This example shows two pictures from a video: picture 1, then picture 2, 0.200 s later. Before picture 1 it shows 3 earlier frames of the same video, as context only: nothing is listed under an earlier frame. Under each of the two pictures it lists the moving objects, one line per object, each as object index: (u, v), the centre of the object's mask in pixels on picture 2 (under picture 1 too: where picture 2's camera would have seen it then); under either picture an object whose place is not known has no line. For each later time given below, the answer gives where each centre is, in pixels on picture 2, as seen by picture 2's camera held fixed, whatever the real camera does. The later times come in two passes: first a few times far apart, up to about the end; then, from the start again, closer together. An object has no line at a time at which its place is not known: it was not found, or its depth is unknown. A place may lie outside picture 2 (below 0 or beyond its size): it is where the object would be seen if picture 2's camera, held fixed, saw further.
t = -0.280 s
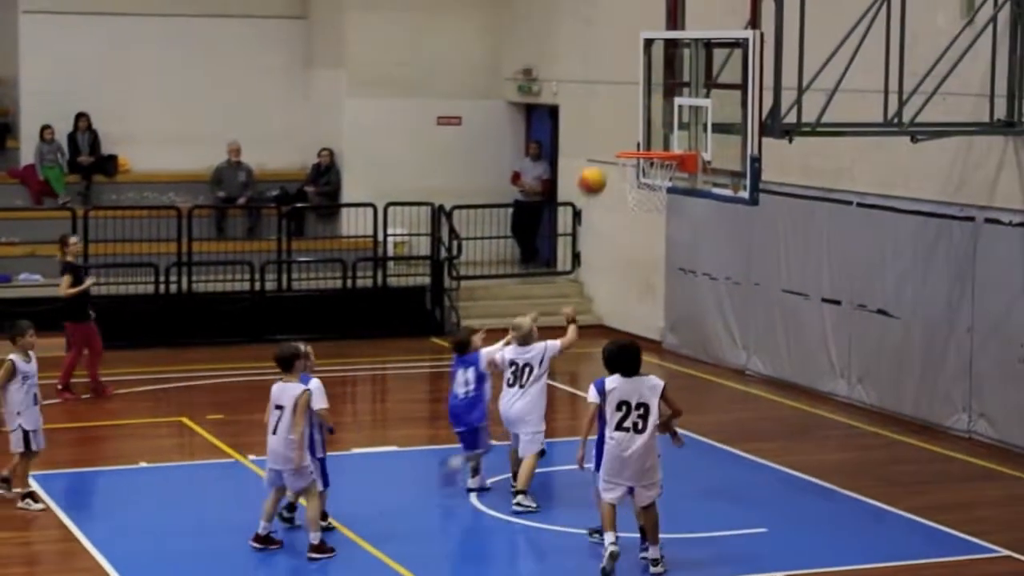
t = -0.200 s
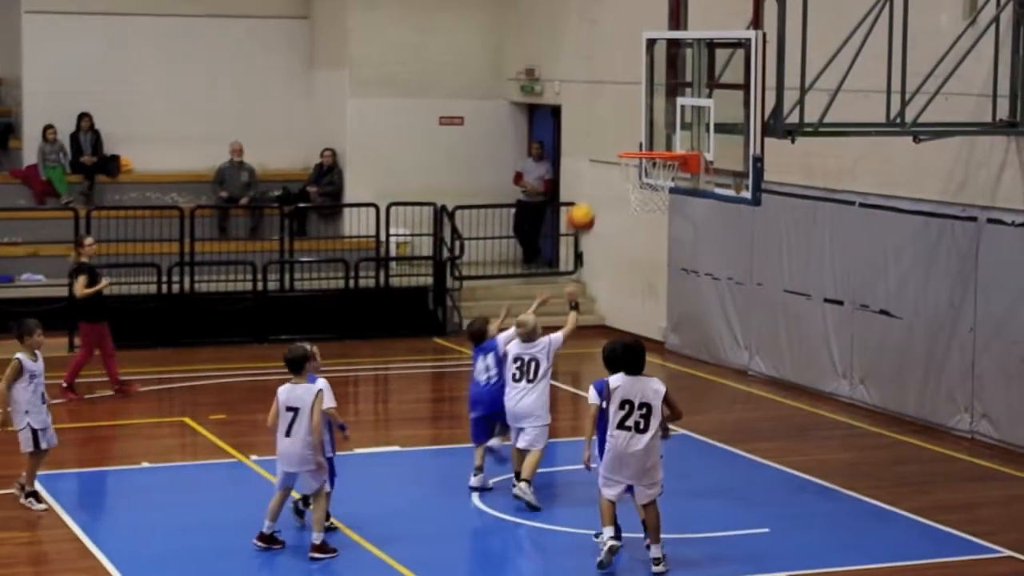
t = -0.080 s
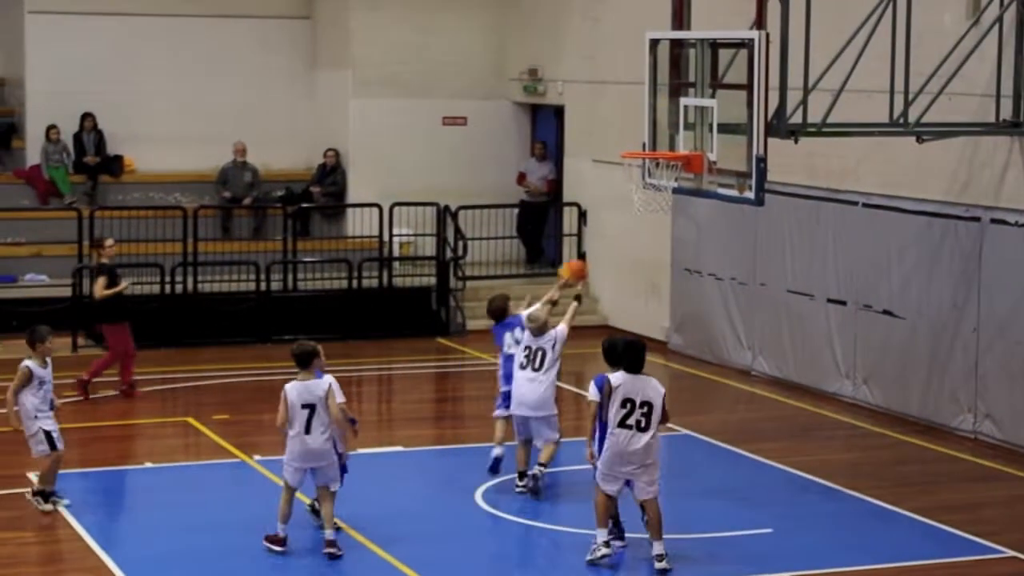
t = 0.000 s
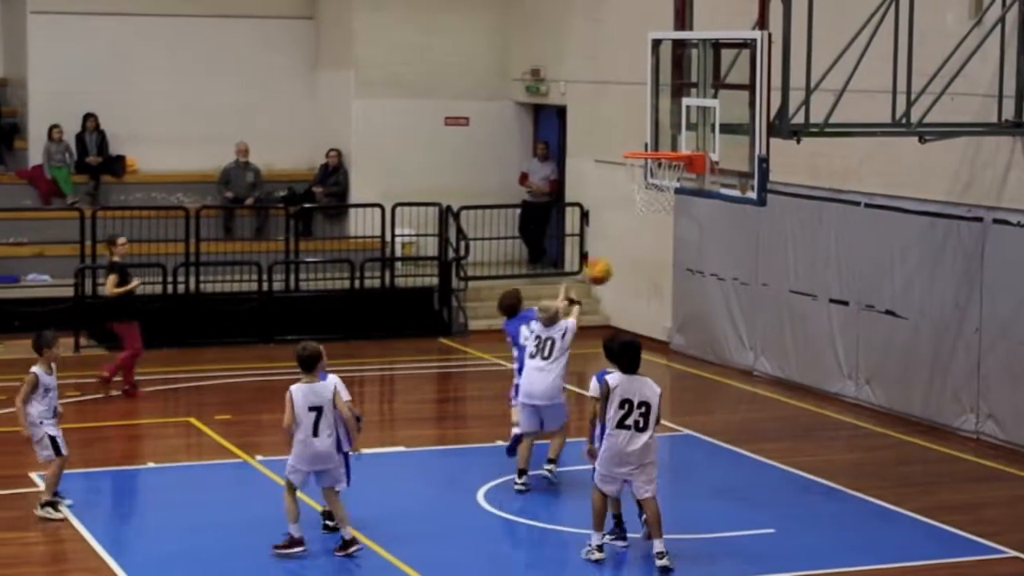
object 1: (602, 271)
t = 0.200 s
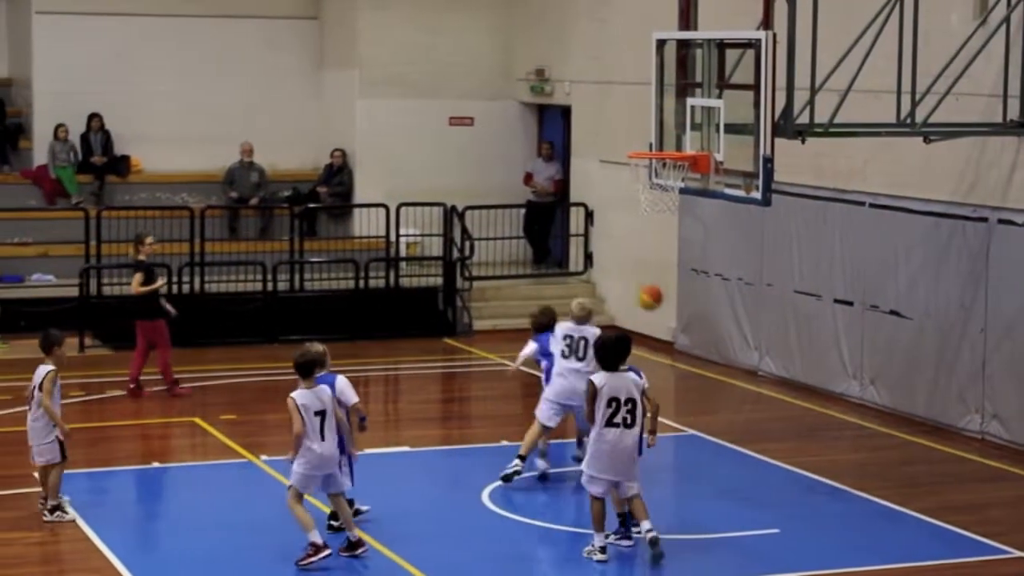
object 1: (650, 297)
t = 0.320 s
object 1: (674, 332)
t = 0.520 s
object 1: (709, 397)
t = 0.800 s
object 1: (739, 306)
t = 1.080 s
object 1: (764, 294)
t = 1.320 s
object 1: (761, 322)
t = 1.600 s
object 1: (722, 349)
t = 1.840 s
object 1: (687, 324)
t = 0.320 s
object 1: (674, 332)
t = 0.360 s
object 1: (680, 344)
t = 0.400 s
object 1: (688, 359)
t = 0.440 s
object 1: (695, 375)
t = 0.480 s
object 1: (701, 396)
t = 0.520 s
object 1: (709, 397)
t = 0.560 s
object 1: (716, 376)
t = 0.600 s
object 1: (716, 361)
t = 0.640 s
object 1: (722, 346)
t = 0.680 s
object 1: (726, 334)
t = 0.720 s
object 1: (731, 322)
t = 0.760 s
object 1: (735, 313)
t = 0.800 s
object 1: (739, 306)
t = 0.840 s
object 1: (742, 298)
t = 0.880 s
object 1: (746, 294)
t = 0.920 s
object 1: (750, 292)
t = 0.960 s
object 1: (754, 290)
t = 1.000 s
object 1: (757, 290)
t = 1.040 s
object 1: (761, 292)
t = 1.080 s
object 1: (764, 294)
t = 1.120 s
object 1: (768, 299)
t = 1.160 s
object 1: (770, 305)
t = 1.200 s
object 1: (774, 313)
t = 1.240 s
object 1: (771, 316)
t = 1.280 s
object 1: (766, 319)
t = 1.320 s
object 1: (761, 322)
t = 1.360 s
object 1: (754, 328)
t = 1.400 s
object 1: (749, 336)
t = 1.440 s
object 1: (744, 345)
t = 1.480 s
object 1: (738, 355)
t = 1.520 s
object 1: (733, 368)
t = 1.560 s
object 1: (727, 358)
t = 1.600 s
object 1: (722, 349)
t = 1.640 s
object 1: (716, 342)
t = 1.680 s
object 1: (711, 335)
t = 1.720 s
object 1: (705, 330)
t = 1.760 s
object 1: (699, 326)
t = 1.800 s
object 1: (693, 324)
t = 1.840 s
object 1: (687, 324)
